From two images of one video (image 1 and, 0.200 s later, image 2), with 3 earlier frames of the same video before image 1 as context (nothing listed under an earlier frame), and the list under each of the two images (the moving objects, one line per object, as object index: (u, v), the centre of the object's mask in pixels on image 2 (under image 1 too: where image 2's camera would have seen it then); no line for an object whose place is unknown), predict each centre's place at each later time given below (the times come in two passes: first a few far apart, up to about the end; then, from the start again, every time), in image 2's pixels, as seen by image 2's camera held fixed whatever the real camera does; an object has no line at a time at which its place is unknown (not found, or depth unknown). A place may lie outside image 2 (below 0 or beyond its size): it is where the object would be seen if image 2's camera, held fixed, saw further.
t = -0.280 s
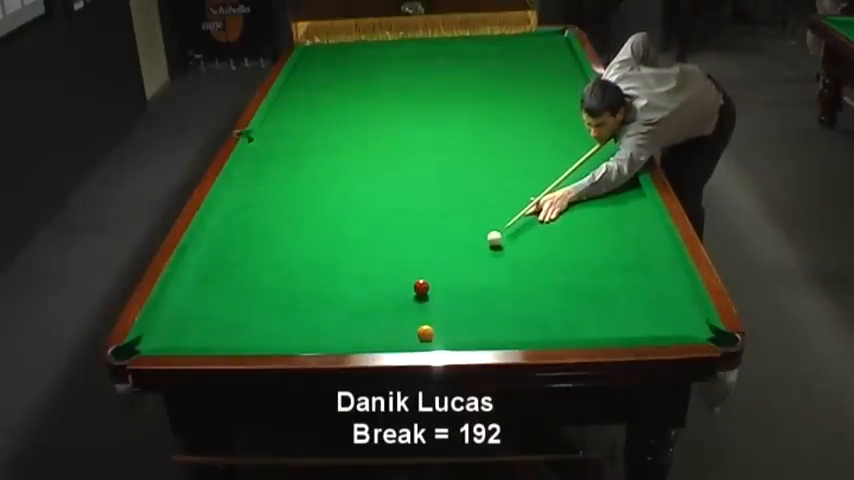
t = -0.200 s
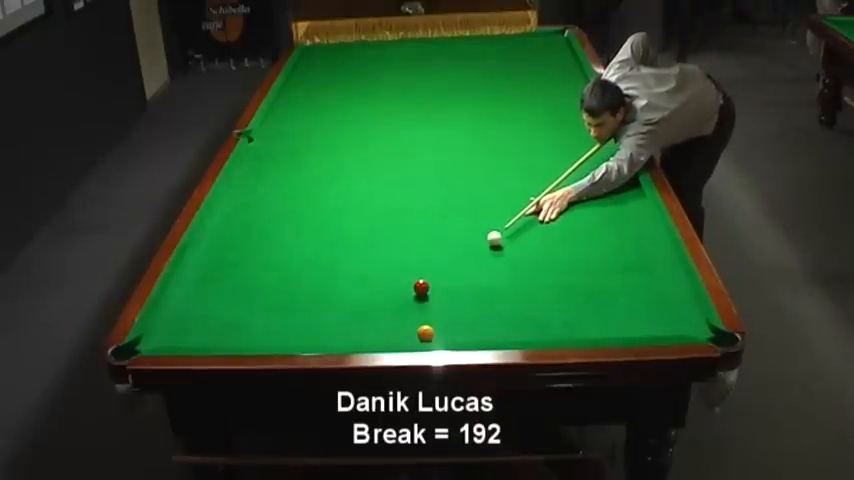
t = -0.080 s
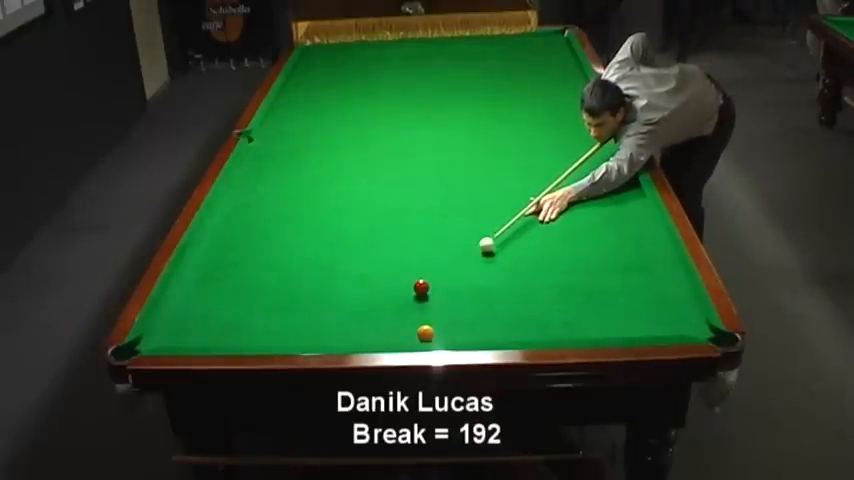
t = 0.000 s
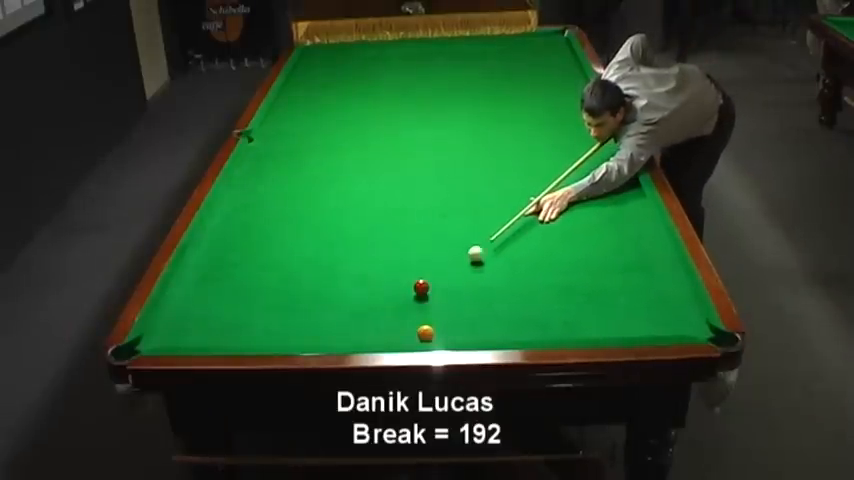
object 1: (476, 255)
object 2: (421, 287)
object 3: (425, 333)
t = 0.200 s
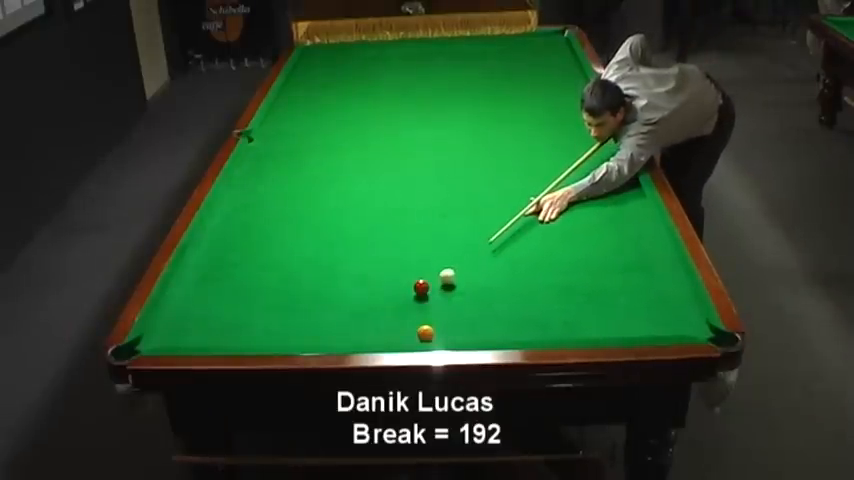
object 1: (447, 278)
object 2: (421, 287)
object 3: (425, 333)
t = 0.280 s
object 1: (437, 287)
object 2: (419, 288)
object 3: (425, 333)
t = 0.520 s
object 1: (434, 311)
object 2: (392, 292)
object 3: (425, 333)
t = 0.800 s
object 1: (437, 328)
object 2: (363, 298)
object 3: (420, 335)
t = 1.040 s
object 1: (444, 333)
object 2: (340, 302)
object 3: (416, 330)
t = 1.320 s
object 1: (451, 336)
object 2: (315, 306)
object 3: (412, 324)
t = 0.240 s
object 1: (441, 282)
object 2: (421, 287)
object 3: (425, 333)
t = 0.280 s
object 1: (437, 287)
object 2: (419, 288)
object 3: (425, 333)
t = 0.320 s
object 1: (437, 291)
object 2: (414, 288)
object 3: (425, 333)
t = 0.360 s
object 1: (437, 295)
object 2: (409, 290)
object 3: (425, 333)
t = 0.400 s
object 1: (436, 299)
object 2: (405, 290)
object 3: (425, 333)
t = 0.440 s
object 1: (436, 303)
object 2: (400, 291)
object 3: (425, 333)
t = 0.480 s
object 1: (435, 307)
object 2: (396, 292)
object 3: (425, 333)
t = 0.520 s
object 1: (434, 311)
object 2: (392, 292)
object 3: (425, 333)
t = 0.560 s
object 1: (434, 315)
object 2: (388, 293)
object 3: (425, 333)
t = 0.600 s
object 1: (433, 318)
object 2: (383, 294)
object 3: (425, 333)
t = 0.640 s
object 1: (433, 322)
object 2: (379, 295)
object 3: (426, 333)
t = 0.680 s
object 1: (434, 324)
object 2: (375, 296)
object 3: (424, 334)
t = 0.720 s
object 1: (435, 326)
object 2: (371, 297)
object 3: (422, 337)
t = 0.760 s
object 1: (436, 327)
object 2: (367, 297)
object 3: (421, 337)
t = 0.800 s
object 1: (437, 328)
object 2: (363, 298)
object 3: (420, 335)
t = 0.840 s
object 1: (438, 329)
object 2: (359, 298)
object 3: (419, 335)
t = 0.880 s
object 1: (440, 330)
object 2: (355, 299)
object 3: (418, 334)
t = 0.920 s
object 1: (441, 331)
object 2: (351, 300)
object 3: (418, 332)
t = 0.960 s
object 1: (442, 332)
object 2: (347, 301)
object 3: (417, 332)
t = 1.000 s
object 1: (443, 333)
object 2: (344, 301)
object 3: (417, 331)
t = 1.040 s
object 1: (444, 333)
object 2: (340, 302)
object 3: (416, 330)
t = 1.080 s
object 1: (445, 334)
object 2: (336, 302)
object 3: (415, 330)
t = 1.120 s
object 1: (446, 335)
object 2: (332, 303)
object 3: (415, 329)
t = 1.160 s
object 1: (448, 335)
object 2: (329, 303)
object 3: (414, 328)
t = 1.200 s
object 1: (449, 336)
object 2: (326, 304)
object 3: (413, 328)
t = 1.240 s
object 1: (450, 337)
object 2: (322, 305)
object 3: (413, 326)
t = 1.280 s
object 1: (450, 337)
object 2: (319, 305)
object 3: (412, 325)
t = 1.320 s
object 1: (451, 336)
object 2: (315, 306)
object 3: (412, 324)
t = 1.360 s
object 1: (451, 336)
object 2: (312, 307)
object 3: (411, 323)
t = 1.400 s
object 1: (452, 335)
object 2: (309, 307)
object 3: (411, 321)
